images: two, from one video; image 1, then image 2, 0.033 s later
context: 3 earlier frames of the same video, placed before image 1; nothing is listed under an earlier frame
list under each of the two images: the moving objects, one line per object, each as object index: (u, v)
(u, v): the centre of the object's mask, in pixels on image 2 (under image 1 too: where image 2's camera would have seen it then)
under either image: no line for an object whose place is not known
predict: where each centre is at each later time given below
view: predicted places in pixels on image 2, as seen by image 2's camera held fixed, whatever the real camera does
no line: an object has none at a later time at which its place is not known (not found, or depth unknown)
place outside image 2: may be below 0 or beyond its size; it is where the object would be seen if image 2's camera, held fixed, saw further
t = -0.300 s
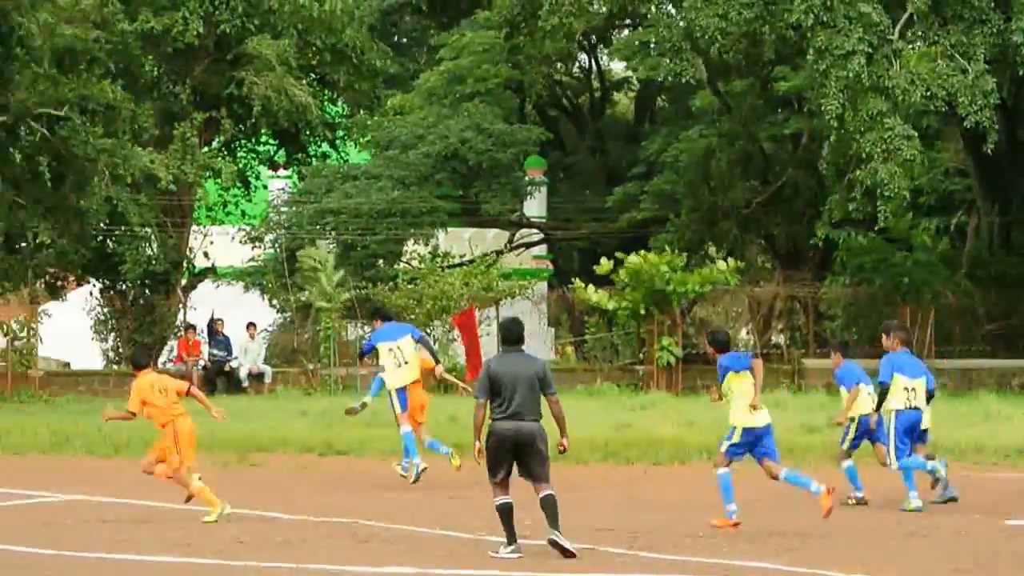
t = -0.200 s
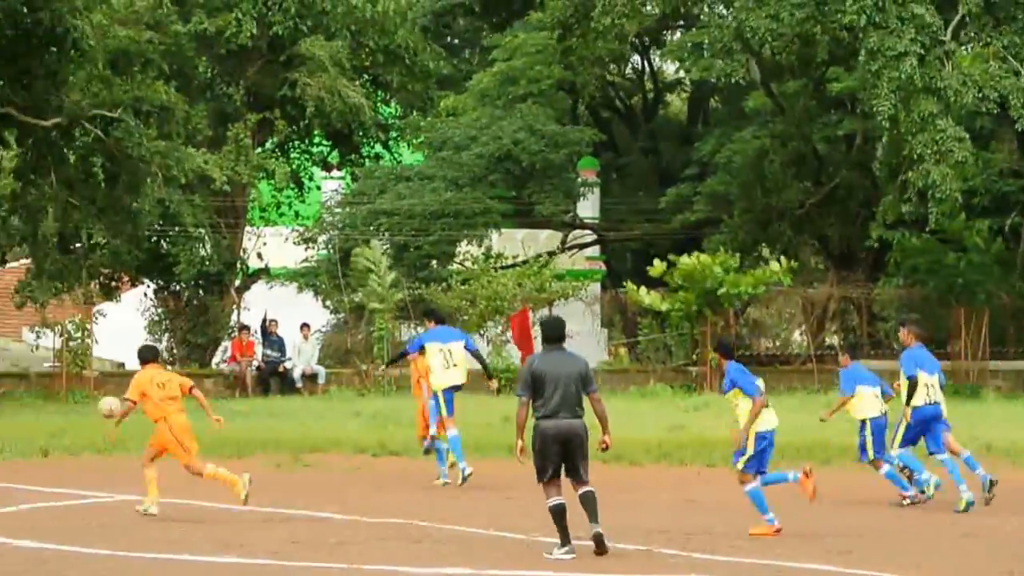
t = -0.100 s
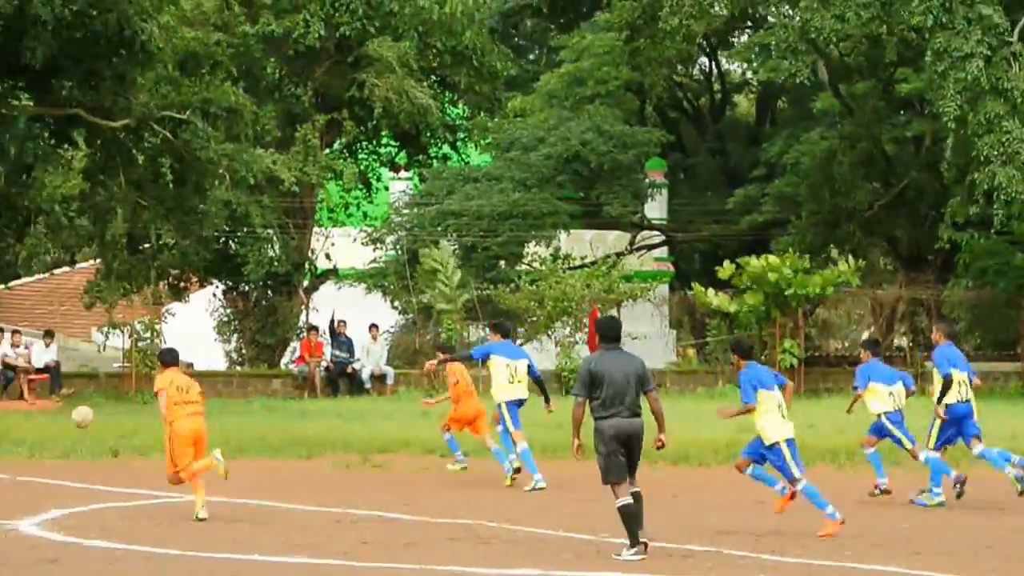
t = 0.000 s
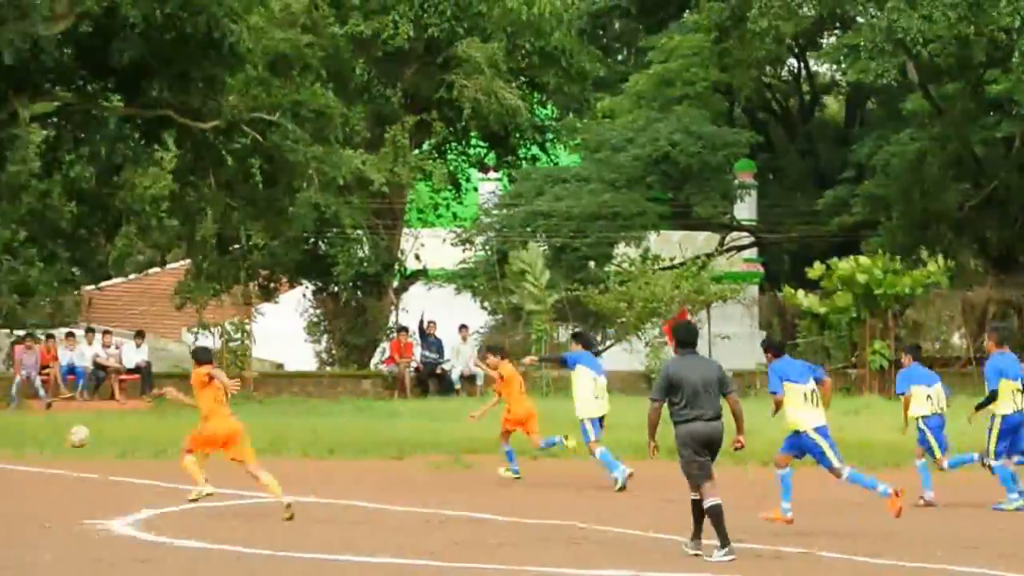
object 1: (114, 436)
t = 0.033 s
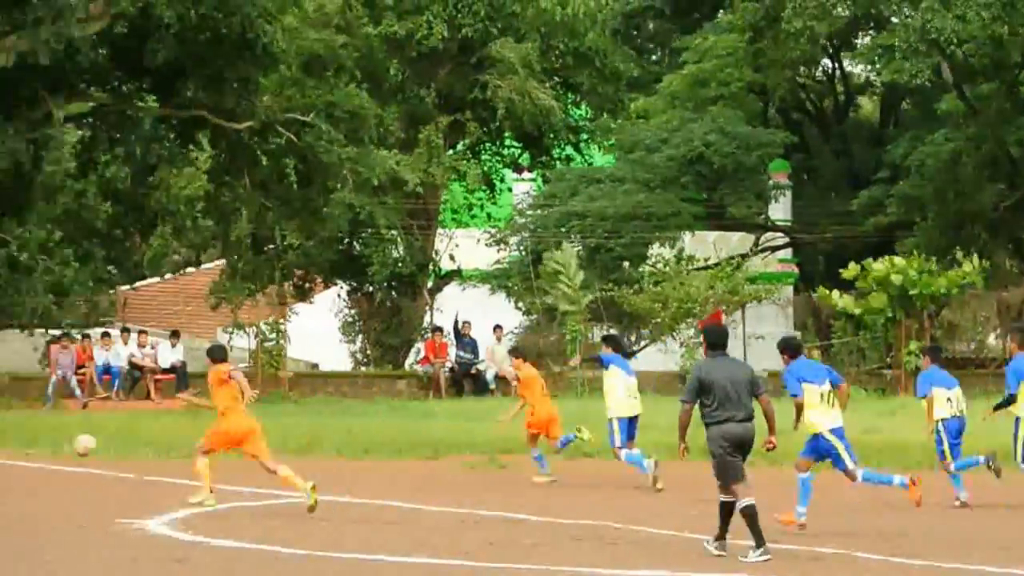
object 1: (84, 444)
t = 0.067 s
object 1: (53, 454)
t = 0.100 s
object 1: (21, 465)
